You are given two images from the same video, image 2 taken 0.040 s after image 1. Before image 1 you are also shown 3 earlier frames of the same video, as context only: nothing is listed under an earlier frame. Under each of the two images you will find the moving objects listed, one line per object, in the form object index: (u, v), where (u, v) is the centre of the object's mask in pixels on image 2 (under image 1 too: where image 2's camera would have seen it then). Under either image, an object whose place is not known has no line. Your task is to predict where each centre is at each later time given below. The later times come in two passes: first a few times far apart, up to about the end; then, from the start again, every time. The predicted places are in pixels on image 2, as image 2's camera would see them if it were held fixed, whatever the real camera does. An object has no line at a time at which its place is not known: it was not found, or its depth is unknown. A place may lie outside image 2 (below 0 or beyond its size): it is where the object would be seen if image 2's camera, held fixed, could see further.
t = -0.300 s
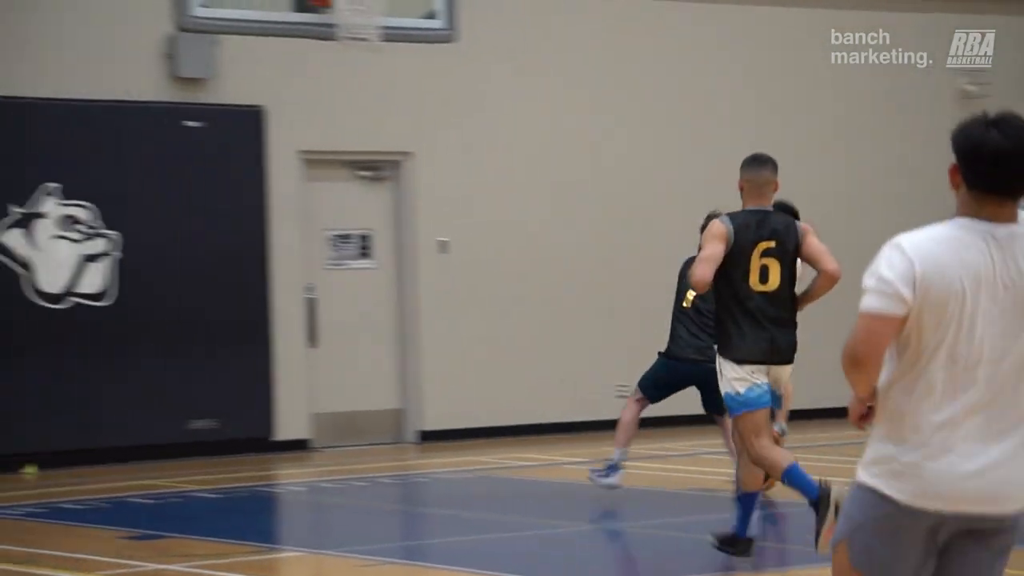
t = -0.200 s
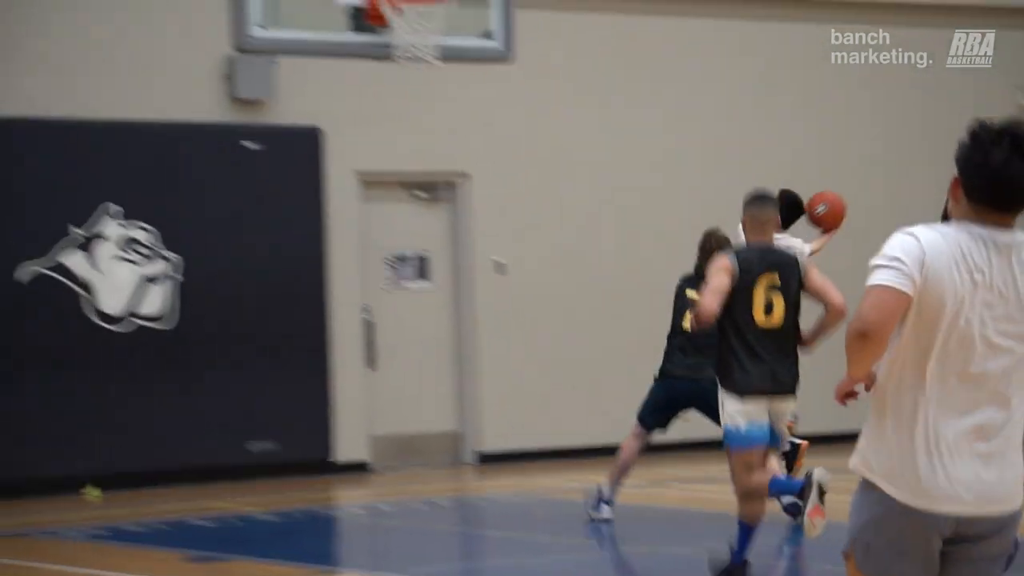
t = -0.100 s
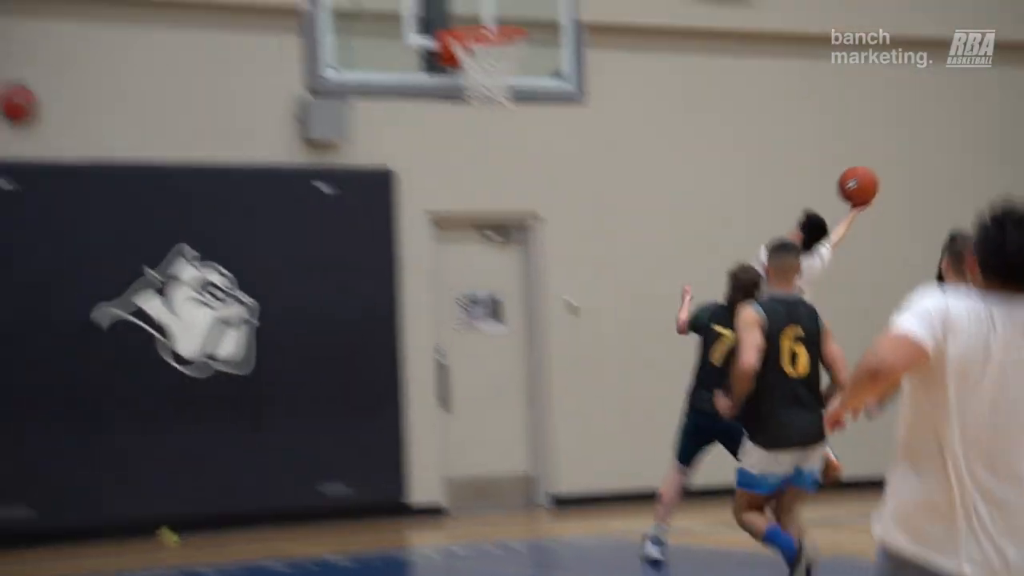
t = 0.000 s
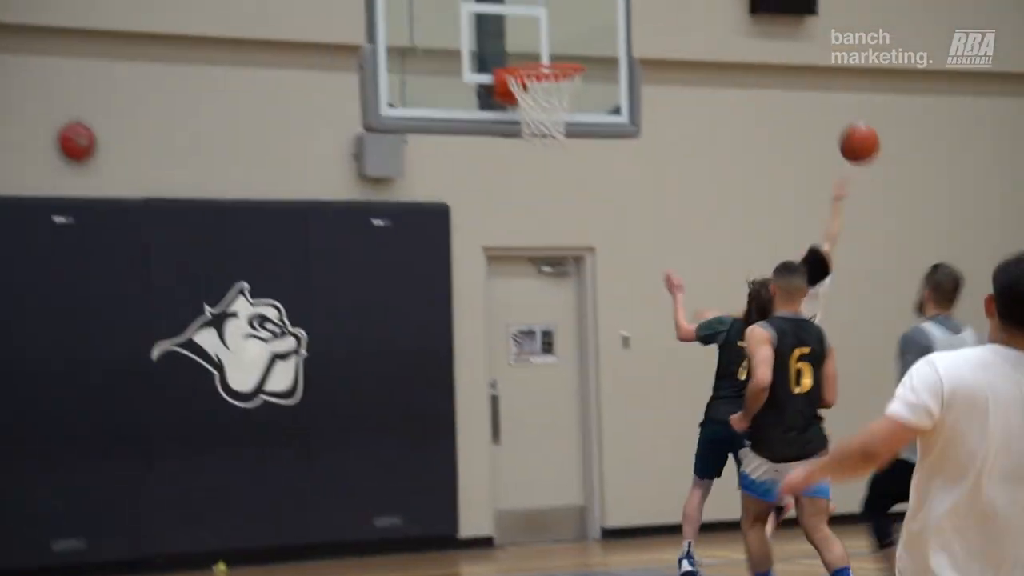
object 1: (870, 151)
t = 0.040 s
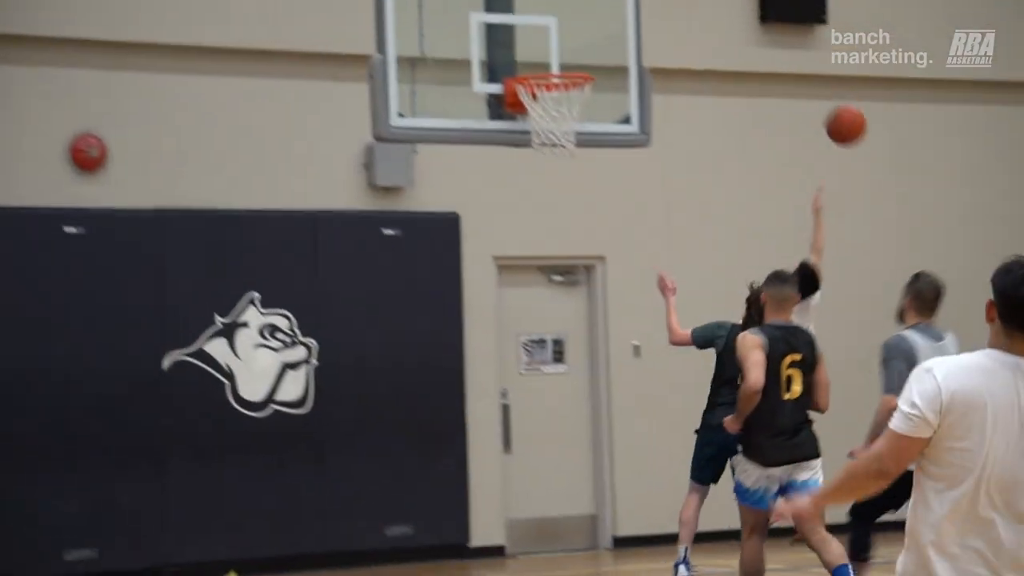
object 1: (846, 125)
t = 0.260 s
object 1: (719, 19)
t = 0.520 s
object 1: (580, -6)
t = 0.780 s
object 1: (548, 55)
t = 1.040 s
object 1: (545, 64)
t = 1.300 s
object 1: (551, 102)
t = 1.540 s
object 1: (544, 165)
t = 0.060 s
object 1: (834, 112)
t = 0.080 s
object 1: (823, 101)
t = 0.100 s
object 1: (810, 89)
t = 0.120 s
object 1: (800, 78)
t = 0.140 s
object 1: (788, 68)
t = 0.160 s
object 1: (776, 58)
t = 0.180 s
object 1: (765, 49)
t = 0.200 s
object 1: (753, 41)
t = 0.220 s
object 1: (742, 33)
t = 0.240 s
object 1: (731, 26)
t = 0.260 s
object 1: (719, 19)
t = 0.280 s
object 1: (708, 14)
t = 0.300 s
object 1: (696, 9)
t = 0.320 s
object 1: (685, 5)
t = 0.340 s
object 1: (673, 1)
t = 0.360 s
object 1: (663, -2)
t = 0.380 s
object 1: (651, -4)
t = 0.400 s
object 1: (639, -6)
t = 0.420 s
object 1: (628, -8)
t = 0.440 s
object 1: (616, -8)
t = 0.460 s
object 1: (605, -9)
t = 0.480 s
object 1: (595, -8)
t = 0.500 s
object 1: (584, -6)
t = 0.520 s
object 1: (580, -6)
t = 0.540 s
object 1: (578, -5)
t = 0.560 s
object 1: (575, -4)
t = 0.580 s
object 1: (573, -2)
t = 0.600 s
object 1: (570, 0)
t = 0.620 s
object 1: (568, 3)
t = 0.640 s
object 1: (565, 8)
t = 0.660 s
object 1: (563, 13)
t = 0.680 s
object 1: (560, 19)
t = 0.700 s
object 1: (558, 25)
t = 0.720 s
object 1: (555, 32)
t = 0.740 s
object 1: (553, 39)
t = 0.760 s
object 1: (550, 47)
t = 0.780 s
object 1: (548, 55)
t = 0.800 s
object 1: (545, 61)
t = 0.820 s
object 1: (549, 62)
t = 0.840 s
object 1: (555, 64)
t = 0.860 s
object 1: (561, 64)
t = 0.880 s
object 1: (567, 66)
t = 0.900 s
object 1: (566, 75)
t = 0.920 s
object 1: (560, 66)
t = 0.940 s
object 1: (553, 72)
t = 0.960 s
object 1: (545, 73)
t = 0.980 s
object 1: (536, 66)
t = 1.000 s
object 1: (534, 66)
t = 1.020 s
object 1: (539, 65)
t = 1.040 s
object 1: (545, 64)
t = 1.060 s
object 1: (552, 64)
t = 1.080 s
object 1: (558, 64)
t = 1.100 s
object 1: (564, 71)
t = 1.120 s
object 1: (568, 74)
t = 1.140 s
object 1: (567, 75)
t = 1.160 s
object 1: (564, 78)
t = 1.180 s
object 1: (562, 81)
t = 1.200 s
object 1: (561, 84)
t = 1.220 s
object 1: (560, 91)
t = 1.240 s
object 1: (557, 93)
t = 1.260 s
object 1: (553, 94)
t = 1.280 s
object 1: (553, 96)
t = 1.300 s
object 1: (551, 102)
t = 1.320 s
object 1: (550, 102)
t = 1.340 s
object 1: (547, 112)
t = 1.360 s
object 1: (543, 116)
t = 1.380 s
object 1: (542, 122)
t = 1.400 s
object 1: (540, 125)
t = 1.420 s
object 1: (540, 131)
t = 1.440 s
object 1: (541, 137)
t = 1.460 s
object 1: (541, 143)
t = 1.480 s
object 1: (541, 147)
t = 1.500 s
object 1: (542, 156)
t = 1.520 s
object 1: (543, 159)
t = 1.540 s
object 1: (544, 165)
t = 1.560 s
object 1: (545, 172)
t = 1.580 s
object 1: (545, 180)
